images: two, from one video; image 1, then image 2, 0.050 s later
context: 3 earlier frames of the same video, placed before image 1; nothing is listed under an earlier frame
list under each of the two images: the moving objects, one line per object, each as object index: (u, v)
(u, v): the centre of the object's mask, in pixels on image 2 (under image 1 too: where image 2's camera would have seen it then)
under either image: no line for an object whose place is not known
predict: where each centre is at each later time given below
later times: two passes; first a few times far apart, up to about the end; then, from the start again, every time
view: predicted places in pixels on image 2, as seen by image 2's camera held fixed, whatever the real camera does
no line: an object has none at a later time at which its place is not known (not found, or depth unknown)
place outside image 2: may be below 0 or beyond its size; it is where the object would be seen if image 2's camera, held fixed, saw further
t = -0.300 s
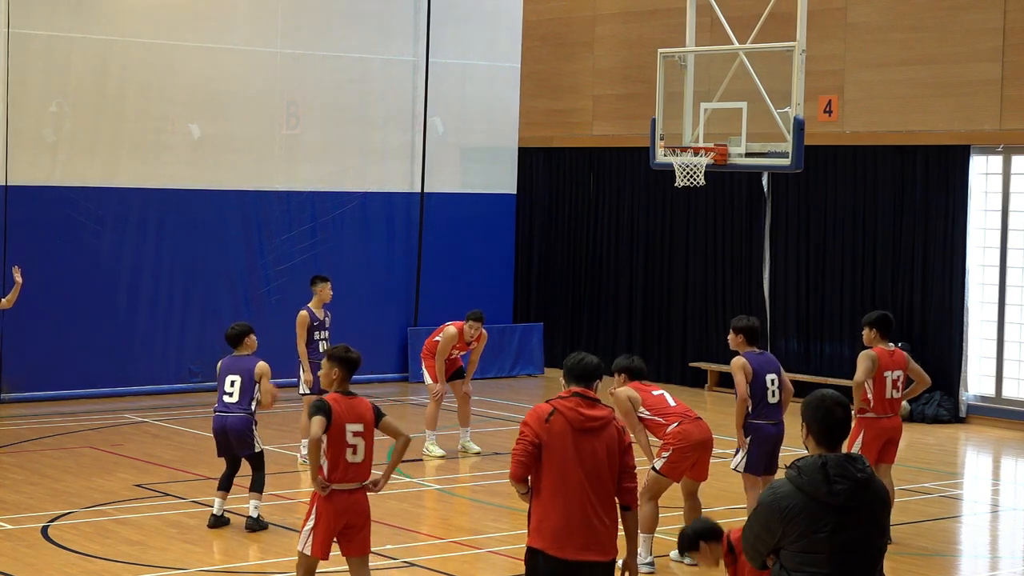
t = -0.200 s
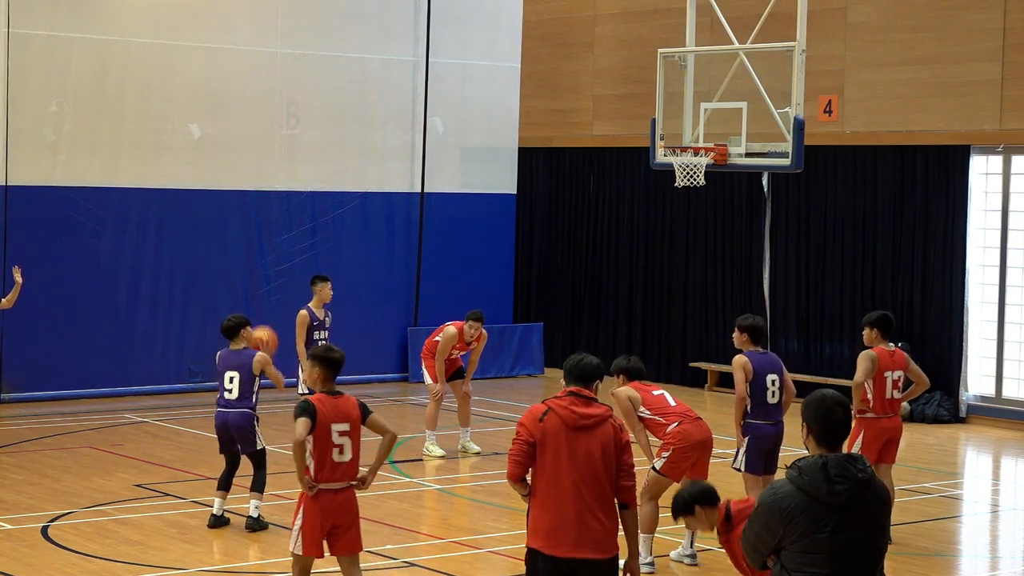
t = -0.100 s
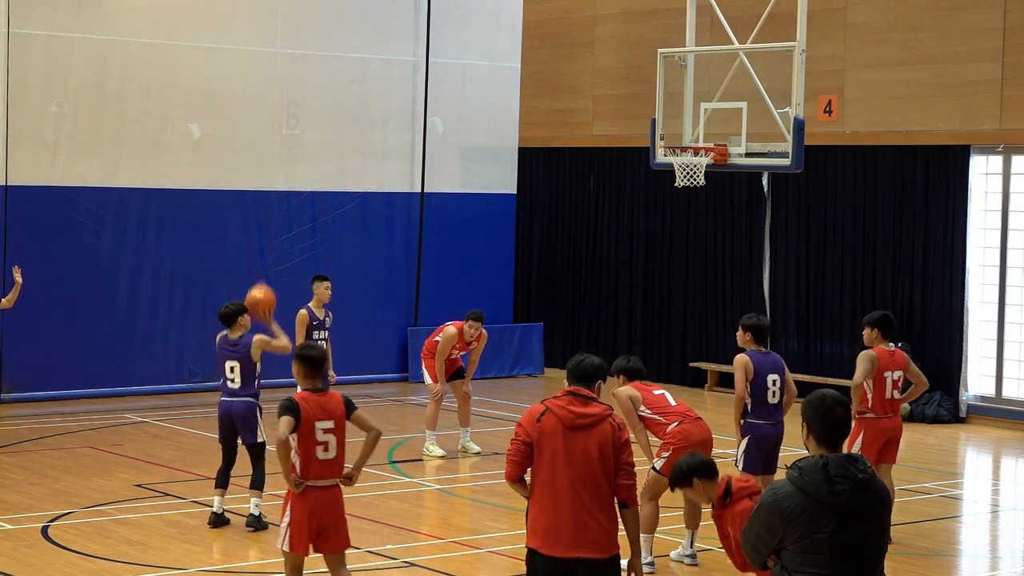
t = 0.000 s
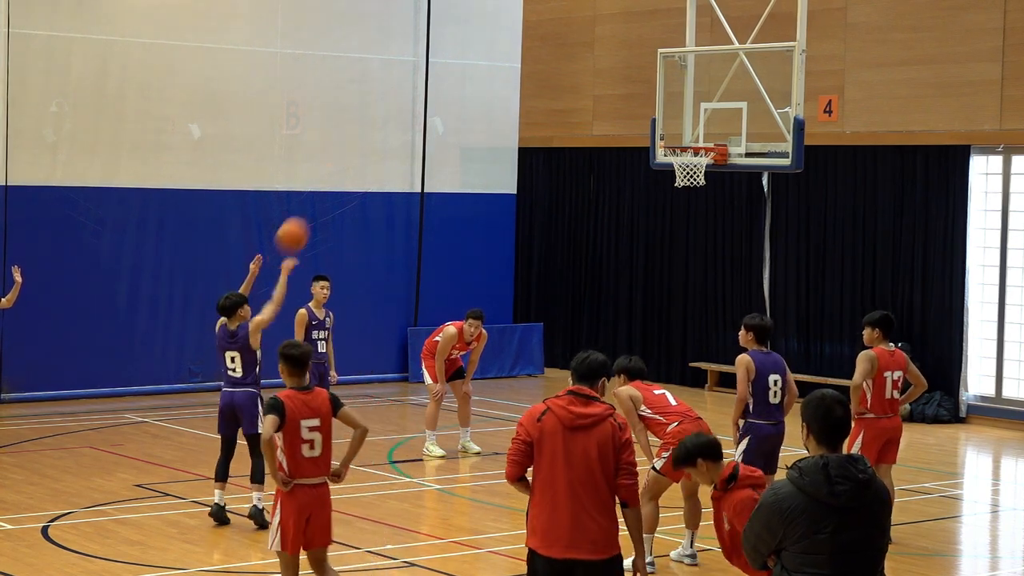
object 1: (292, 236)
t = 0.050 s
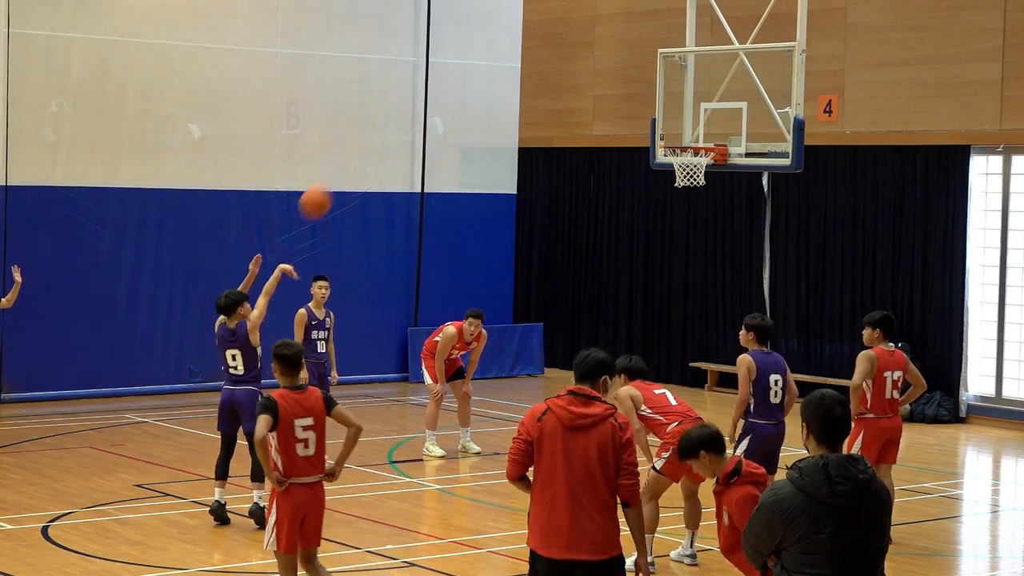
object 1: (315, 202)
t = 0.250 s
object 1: (405, 98)
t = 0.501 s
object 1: (507, 41)
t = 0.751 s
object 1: (601, 58)
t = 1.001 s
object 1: (687, 139)
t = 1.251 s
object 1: (707, 190)
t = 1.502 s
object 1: (705, 275)
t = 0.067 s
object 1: (323, 192)
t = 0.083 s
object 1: (331, 181)
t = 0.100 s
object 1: (339, 170)
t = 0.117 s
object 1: (346, 160)
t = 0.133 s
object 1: (354, 152)
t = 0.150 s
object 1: (361, 143)
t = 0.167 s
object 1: (369, 135)
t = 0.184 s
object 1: (376, 127)
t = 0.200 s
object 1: (383, 119)
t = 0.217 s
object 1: (390, 112)
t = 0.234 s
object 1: (397, 105)
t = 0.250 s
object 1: (405, 98)
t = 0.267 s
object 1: (412, 92)
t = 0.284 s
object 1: (419, 86)
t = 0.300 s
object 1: (426, 81)
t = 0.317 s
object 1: (433, 75)
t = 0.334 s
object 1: (441, 70)
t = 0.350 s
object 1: (447, 66)
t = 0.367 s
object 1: (454, 62)
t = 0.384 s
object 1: (460, 58)
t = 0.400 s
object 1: (467, 55)
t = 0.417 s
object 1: (474, 52)
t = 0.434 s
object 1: (481, 49)
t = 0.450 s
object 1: (487, 46)
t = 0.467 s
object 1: (494, 44)
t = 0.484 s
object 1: (500, 43)
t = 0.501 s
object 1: (507, 41)
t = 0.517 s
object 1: (514, 40)
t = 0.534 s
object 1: (520, 39)
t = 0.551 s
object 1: (527, 38)
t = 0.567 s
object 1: (533, 38)
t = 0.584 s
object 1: (539, 38)
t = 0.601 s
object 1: (545, 39)
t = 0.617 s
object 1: (552, 40)
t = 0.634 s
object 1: (558, 41)
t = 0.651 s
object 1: (564, 43)
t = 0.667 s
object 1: (571, 44)
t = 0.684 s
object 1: (576, 46)
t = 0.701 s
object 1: (583, 49)
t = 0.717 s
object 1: (589, 52)
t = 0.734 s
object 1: (595, 54)
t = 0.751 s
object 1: (601, 58)
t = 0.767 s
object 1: (608, 61)
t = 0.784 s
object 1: (613, 65)
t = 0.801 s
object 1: (619, 69)
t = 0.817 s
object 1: (625, 74)
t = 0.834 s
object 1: (631, 78)
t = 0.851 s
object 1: (637, 84)
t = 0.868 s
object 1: (642, 89)
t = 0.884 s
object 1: (647, 94)
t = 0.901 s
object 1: (653, 100)
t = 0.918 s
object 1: (660, 107)
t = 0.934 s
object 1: (665, 113)
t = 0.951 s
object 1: (671, 120)
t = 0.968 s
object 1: (677, 127)
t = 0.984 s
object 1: (681, 134)
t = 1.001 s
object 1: (687, 139)
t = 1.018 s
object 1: (695, 150)
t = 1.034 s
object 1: (700, 159)
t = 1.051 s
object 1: (704, 164)
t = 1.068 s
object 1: (707, 167)
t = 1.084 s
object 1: (708, 168)
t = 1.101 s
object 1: (708, 169)
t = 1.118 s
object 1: (708, 170)
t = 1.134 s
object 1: (707, 173)
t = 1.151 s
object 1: (707, 174)
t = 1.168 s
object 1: (707, 177)
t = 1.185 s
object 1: (707, 178)
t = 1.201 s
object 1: (707, 181)
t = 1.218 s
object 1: (707, 184)
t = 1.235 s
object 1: (707, 187)
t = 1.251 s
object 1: (707, 190)
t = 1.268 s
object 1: (707, 194)
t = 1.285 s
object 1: (707, 198)
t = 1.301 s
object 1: (707, 202)
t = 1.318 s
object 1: (706, 207)
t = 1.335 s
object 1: (706, 211)
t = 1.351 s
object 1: (706, 217)
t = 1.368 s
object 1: (706, 222)
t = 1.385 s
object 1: (706, 228)
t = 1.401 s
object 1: (706, 234)
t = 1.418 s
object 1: (706, 240)
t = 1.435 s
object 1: (706, 247)
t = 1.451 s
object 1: (705, 253)
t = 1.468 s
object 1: (705, 260)
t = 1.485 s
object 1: (705, 268)
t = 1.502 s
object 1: (705, 275)
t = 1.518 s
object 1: (705, 283)
